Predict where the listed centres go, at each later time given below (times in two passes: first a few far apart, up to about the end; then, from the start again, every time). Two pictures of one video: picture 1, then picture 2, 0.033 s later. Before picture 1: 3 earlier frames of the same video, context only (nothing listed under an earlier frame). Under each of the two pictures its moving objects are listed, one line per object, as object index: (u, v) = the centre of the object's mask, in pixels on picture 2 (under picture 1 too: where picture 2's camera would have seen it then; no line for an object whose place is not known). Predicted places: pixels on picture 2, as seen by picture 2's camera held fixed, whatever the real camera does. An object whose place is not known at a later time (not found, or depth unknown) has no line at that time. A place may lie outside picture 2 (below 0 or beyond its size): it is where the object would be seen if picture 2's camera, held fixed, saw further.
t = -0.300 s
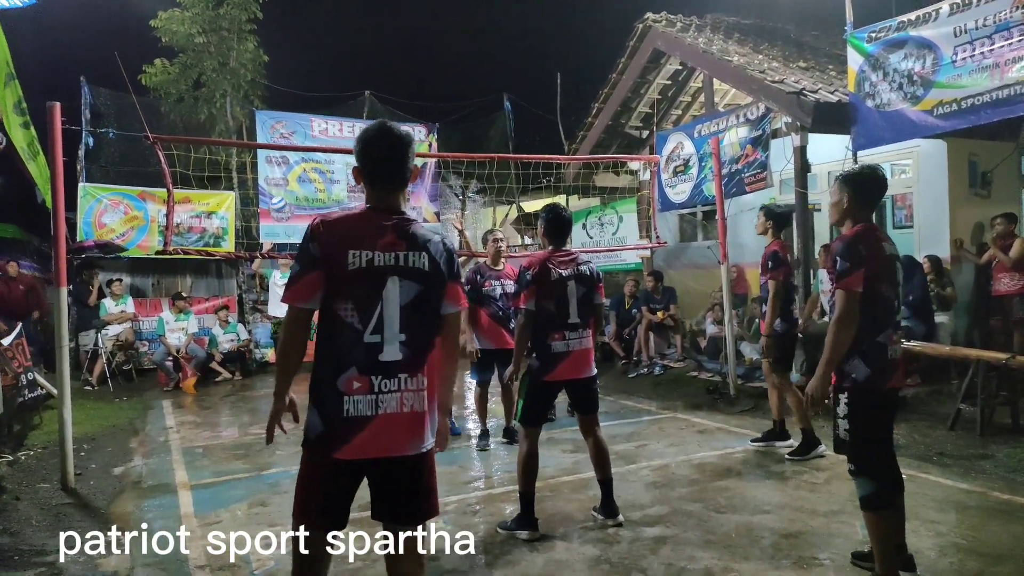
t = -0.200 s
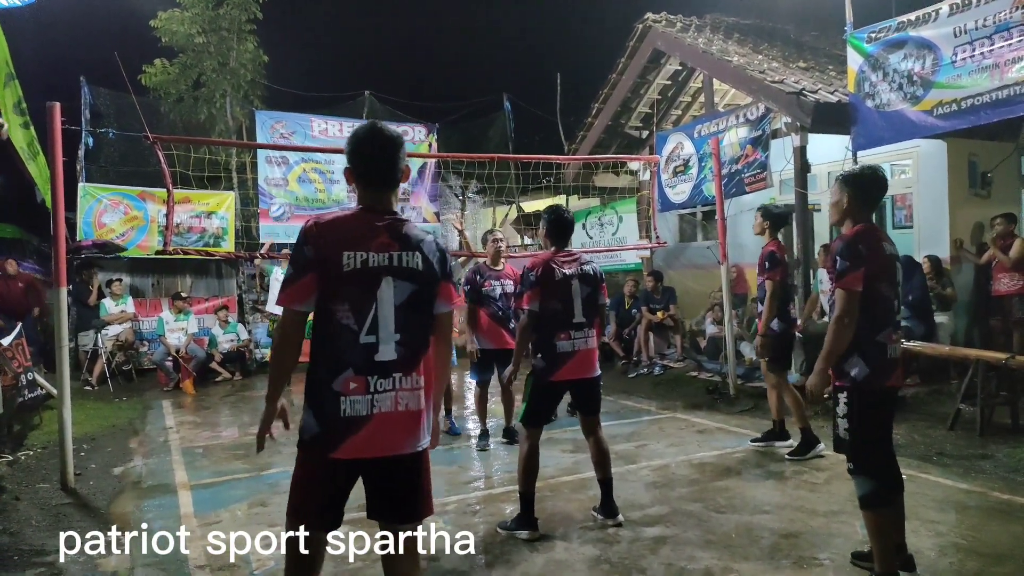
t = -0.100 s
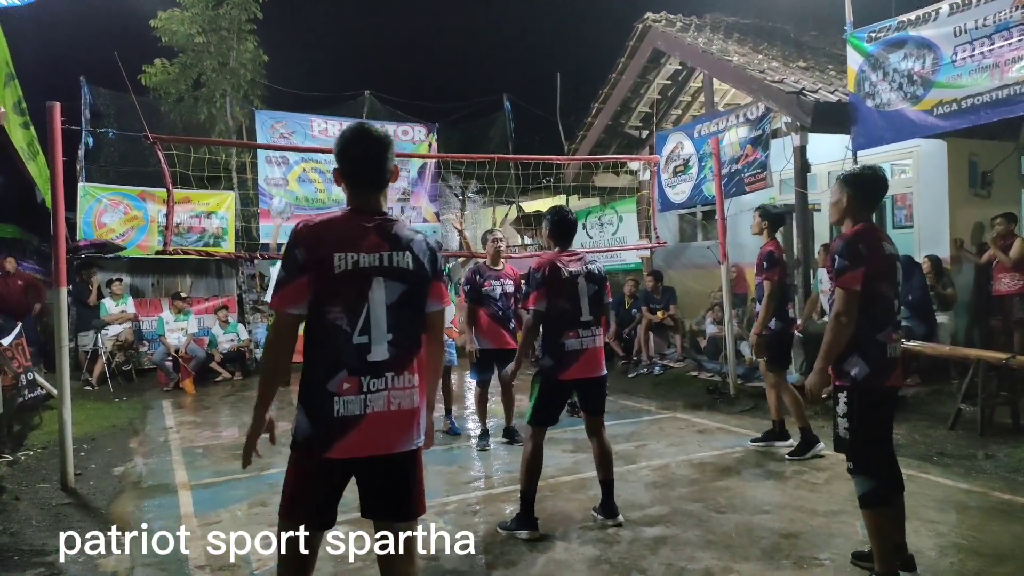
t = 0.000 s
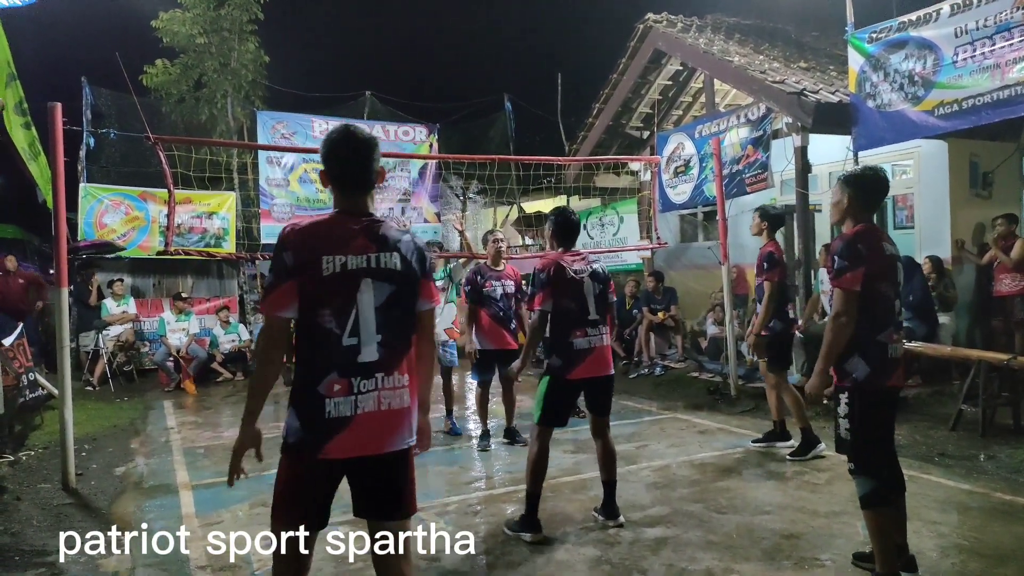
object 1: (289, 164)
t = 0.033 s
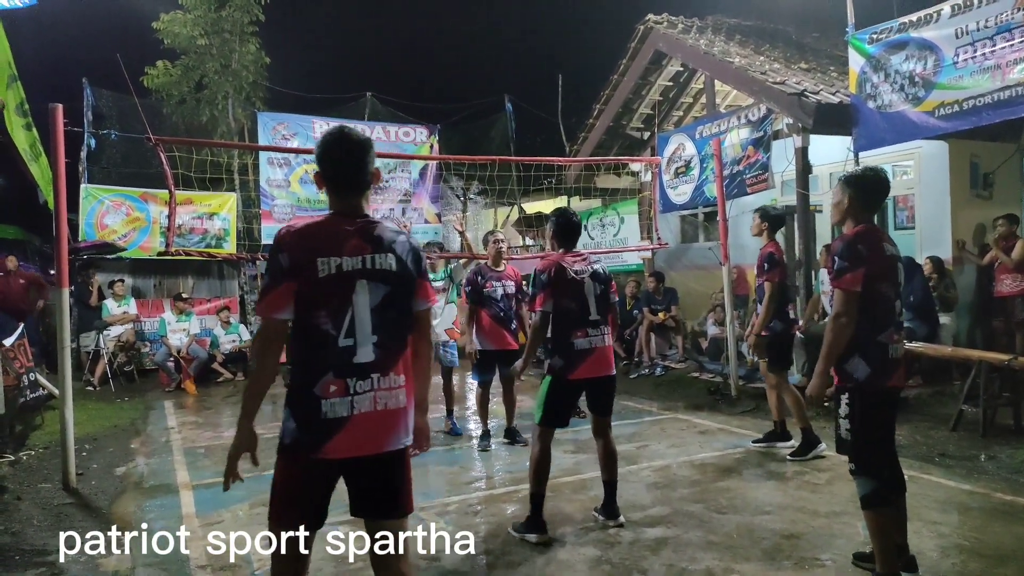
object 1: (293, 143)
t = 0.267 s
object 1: (326, 64)
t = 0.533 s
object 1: (390, 17)
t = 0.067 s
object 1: (298, 135)
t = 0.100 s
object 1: (302, 122)
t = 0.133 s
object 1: (306, 109)
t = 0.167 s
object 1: (311, 98)
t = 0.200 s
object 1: (315, 86)
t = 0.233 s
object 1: (321, 75)
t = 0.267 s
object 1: (326, 64)
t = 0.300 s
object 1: (333, 55)
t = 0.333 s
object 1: (340, 46)
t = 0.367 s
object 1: (347, 39)
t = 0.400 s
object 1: (355, 33)
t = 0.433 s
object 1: (363, 27)
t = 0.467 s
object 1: (372, 23)
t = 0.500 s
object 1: (381, 19)
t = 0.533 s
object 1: (390, 17)
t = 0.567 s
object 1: (401, 16)
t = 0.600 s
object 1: (413, 17)
